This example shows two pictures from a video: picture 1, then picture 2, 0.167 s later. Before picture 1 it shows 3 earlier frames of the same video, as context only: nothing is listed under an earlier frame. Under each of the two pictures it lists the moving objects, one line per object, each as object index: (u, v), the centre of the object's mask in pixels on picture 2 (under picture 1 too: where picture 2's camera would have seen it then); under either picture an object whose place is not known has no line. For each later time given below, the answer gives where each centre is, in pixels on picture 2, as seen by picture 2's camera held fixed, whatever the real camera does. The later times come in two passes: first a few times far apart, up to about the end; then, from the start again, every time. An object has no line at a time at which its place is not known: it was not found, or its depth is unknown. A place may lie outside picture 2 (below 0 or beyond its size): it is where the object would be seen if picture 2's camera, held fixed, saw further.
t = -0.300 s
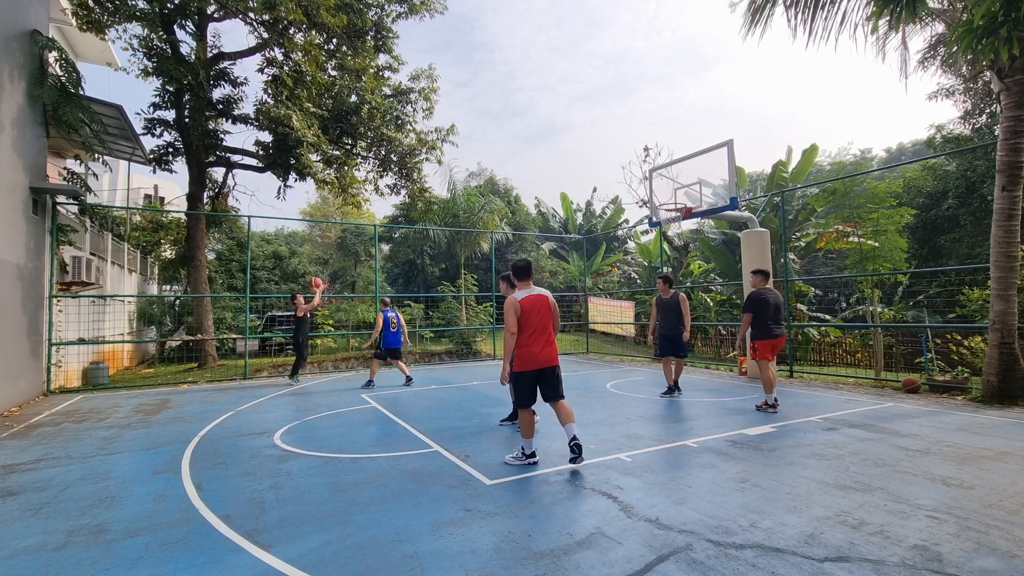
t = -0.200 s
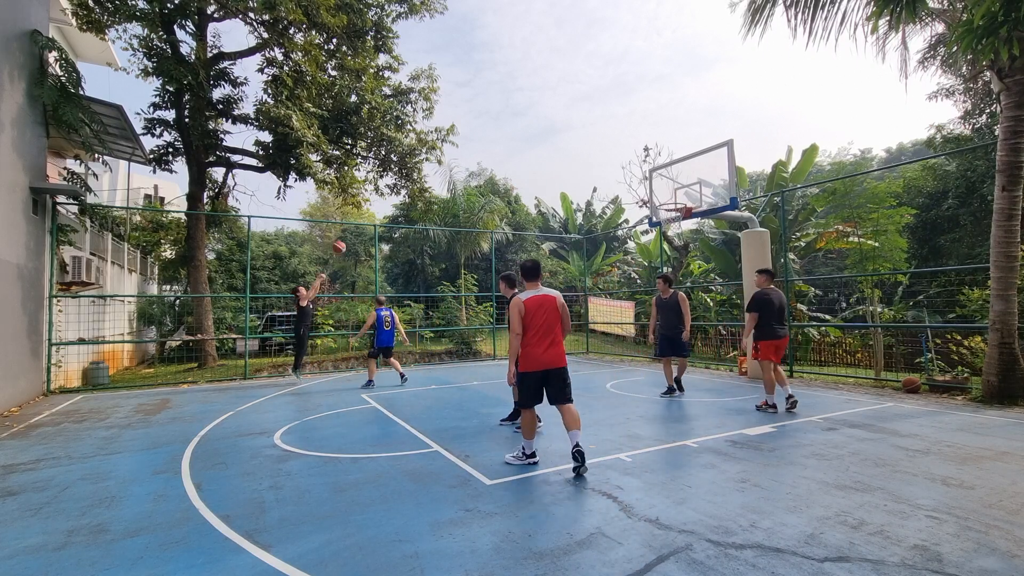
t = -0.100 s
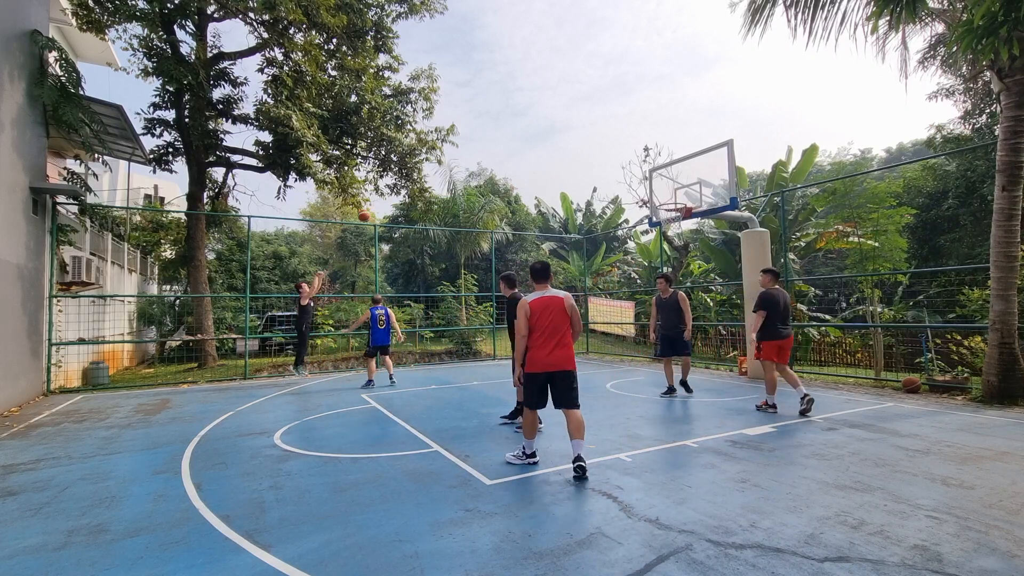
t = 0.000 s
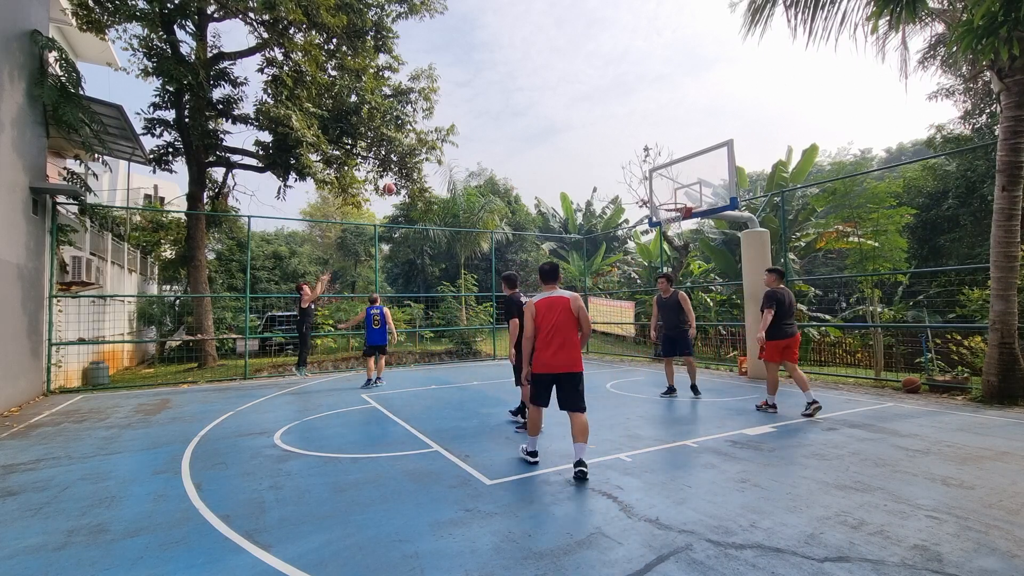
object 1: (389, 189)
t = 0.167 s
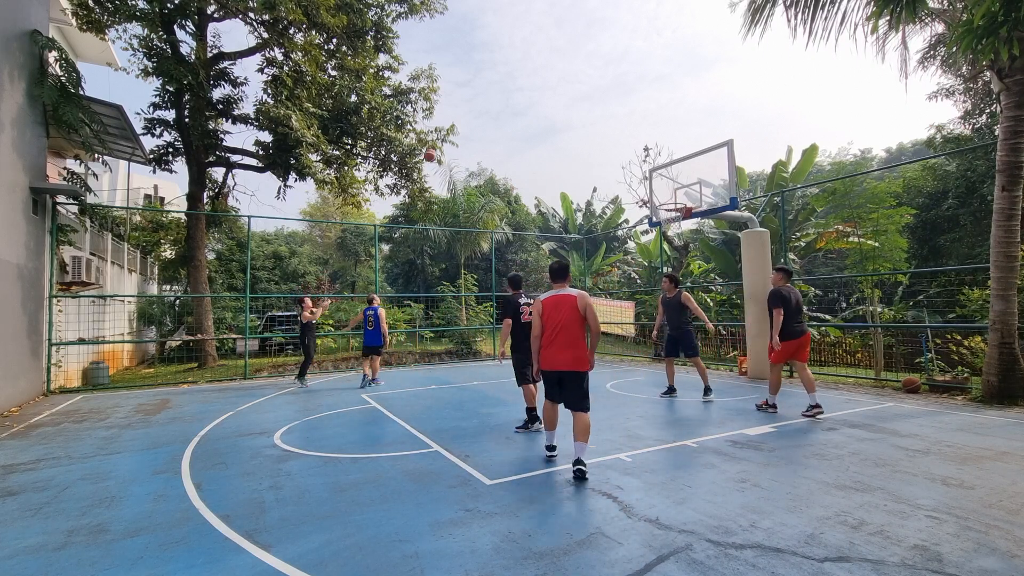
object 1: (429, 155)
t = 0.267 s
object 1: (455, 142)
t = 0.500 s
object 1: (513, 130)
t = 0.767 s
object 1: (583, 152)
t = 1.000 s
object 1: (644, 203)
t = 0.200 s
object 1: (438, 151)
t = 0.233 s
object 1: (447, 146)
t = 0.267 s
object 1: (455, 142)
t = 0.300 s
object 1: (463, 139)
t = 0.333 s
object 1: (472, 136)
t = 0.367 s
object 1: (480, 134)
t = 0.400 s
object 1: (488, 132)
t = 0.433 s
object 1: (497, 131)
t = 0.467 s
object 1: (505, 130)
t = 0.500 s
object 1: (513, 130)
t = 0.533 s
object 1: (522, 131)
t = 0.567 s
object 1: (531, 132)
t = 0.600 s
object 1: (539, 134)
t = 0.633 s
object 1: (548, 136)
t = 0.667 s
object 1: (557, 140)
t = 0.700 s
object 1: (565, 143)
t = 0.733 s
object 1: (574, 147)
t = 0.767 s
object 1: (583, 152)
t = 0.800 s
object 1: (592, 157)
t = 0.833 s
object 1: (601, 163)
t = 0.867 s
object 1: (610, 170)
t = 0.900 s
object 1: (619, 178)
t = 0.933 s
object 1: (627, 186)
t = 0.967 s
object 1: (636, 194)
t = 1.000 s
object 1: (644, 203)
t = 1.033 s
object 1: (653, 214)
